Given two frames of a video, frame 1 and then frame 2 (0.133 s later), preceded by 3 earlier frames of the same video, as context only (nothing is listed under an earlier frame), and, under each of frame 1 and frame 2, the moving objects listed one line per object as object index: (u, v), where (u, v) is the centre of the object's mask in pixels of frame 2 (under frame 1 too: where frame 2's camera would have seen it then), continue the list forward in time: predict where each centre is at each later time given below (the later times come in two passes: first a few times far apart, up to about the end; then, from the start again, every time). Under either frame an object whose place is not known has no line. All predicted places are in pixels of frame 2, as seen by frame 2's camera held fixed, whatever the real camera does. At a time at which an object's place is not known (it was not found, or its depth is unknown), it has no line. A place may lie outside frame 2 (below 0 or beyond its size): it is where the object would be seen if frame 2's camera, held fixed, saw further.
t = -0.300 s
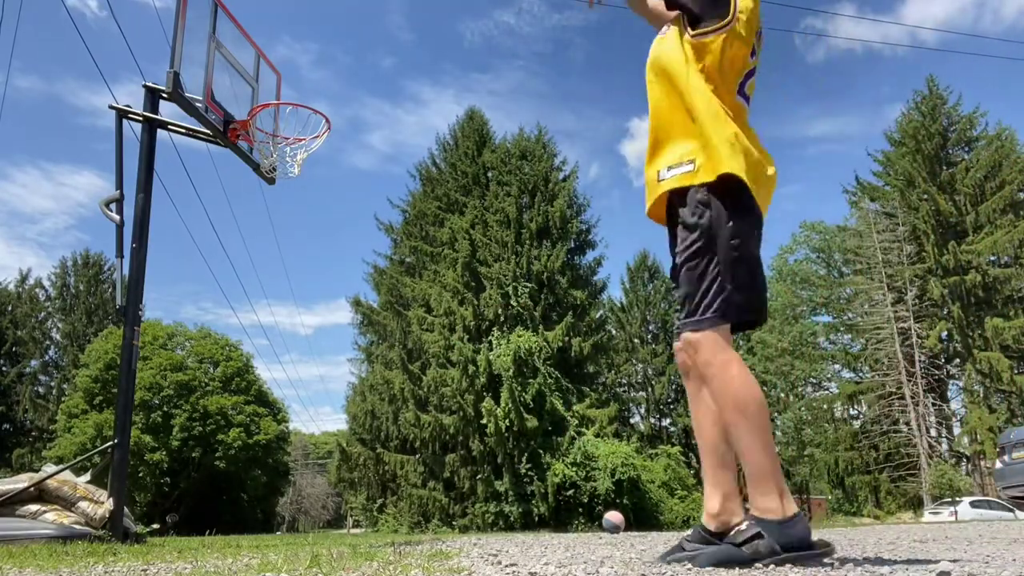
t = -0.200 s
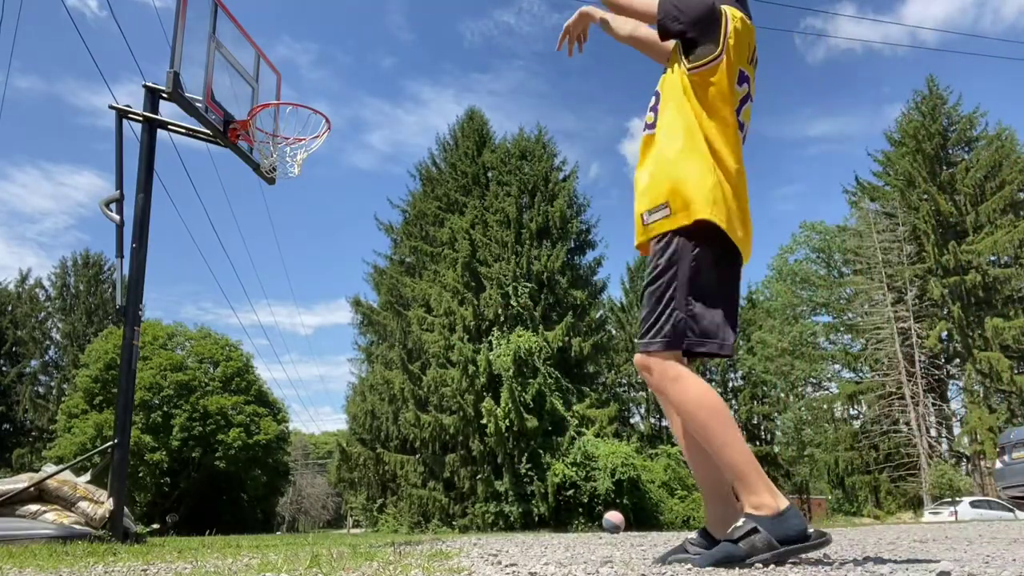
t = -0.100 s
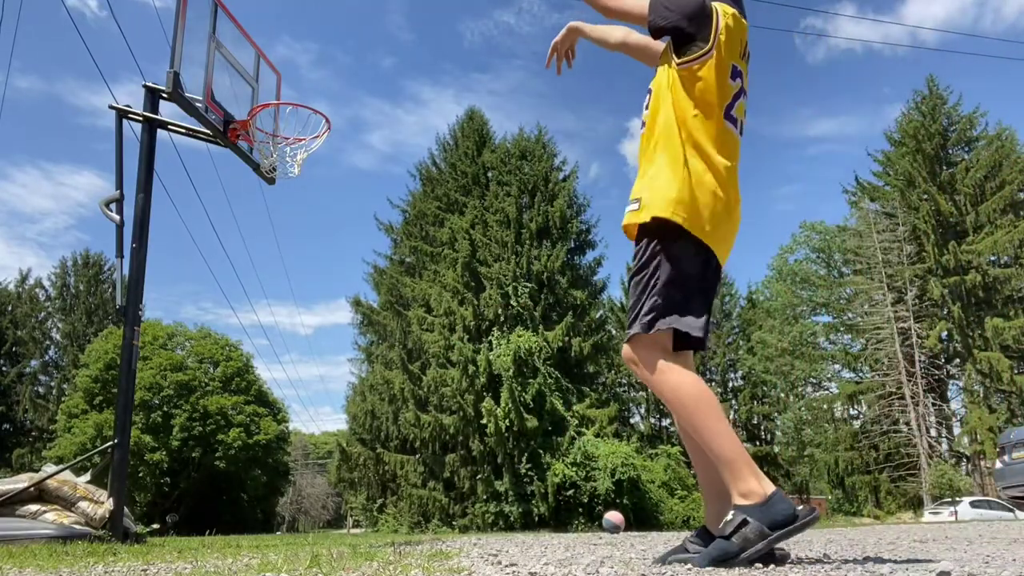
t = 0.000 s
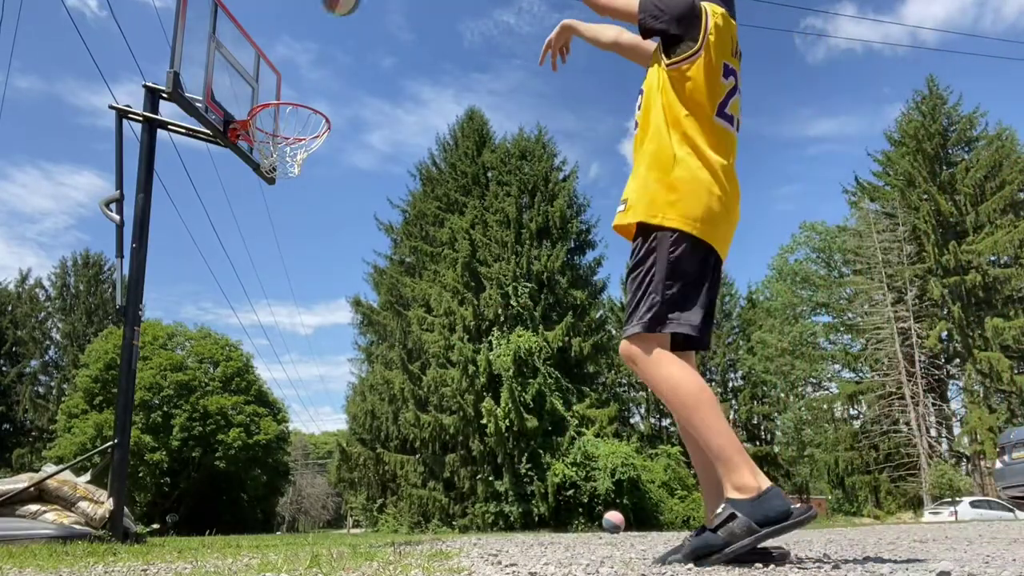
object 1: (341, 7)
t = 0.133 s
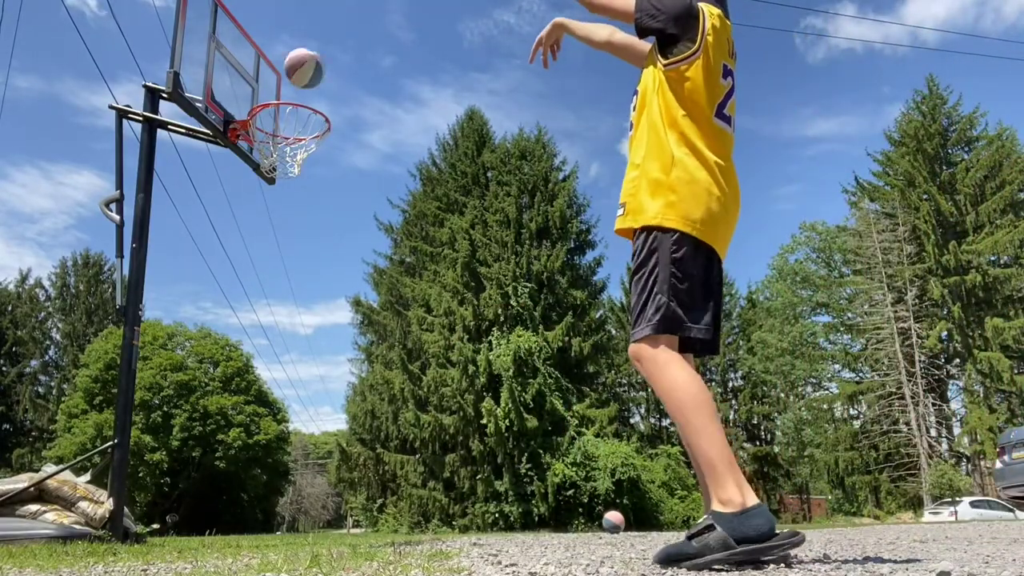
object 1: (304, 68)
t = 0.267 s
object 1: (284, 100)
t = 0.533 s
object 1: (282, 23)
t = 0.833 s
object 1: (266, 52)
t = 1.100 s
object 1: (237, 207)
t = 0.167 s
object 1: (296, 88)
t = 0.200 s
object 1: (286, 111)
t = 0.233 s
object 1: (284, 118)
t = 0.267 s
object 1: (284, 100)
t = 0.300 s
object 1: (284, 84)
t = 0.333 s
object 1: (284, 72)
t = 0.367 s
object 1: (284, 60)
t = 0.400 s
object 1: (284, 50)
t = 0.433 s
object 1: (283, 40)
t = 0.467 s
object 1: (283, 33)
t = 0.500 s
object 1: (282, 27)
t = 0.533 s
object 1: (282, 23)
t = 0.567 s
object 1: (281, 20)
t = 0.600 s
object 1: (279, 19)
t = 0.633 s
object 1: (278, 19)
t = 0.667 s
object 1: (276, 20)
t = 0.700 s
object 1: (275, 22)
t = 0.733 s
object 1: (273, 27)
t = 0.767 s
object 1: (271, 34)
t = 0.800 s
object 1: (268, 42)
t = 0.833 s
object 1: (266, 52)
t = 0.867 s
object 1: (264, 63)
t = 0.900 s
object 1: (260, 77)
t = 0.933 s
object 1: (257, 93)
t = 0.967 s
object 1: (253, 110)
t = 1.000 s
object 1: (249, 131)
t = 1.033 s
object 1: (246, 153)
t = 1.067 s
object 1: (241, 179)
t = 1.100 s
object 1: (237, 207)
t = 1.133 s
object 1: (232, 238)
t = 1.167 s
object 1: (226, 272)
